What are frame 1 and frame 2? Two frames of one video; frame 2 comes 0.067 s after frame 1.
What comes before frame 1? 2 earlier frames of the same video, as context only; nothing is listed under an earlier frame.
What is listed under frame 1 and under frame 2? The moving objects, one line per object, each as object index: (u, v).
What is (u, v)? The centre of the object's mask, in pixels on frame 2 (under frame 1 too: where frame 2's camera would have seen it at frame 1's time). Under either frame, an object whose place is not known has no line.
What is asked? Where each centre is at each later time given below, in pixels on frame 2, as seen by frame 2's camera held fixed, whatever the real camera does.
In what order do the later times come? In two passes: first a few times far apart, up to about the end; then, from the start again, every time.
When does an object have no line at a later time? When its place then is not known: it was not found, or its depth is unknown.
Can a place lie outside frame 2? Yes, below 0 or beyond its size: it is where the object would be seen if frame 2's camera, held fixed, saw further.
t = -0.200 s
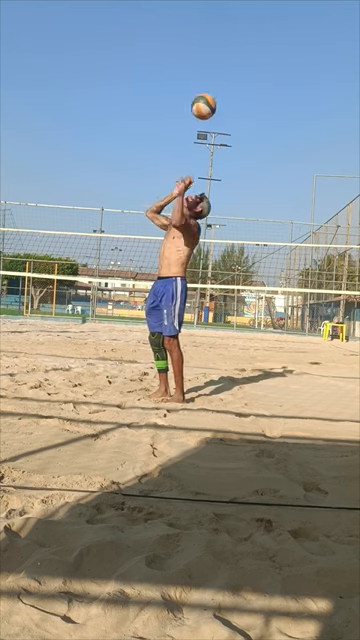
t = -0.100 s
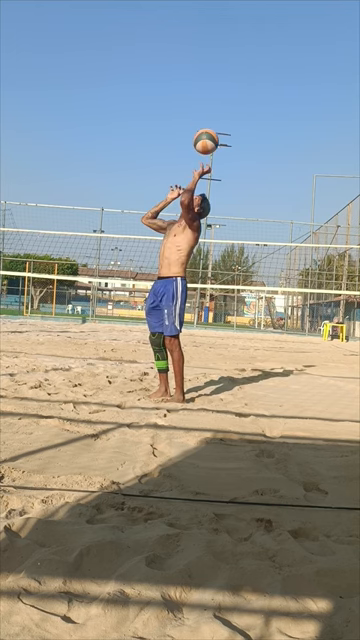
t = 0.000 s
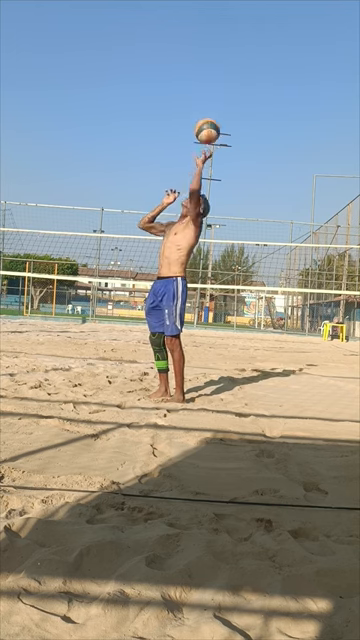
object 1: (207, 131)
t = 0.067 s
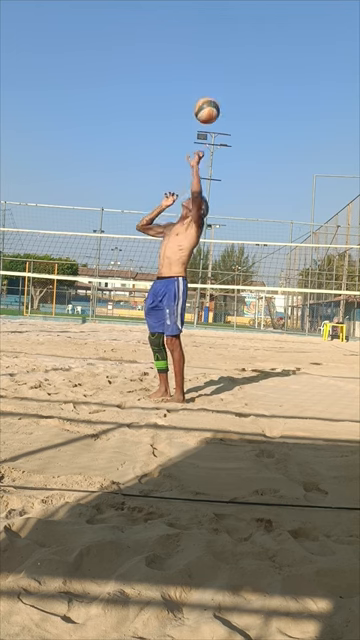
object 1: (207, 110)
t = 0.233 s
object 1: (205, 83)
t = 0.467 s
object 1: (201, 97)
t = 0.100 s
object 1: (206, 102)
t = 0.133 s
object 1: (206, 95)
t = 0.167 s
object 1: (206, 90)
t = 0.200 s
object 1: (206, 86)
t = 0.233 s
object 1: (205, 83)
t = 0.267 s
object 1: (205, 81)
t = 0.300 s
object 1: (204, 81)
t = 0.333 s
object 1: (204, 82)
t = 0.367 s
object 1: (203, 84)
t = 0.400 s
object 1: (203, 87)
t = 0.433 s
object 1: (202, 92)
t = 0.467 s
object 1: (201, 97)
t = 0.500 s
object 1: (200, 104)
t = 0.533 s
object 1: (200, 111)
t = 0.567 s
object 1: (199, 120)
